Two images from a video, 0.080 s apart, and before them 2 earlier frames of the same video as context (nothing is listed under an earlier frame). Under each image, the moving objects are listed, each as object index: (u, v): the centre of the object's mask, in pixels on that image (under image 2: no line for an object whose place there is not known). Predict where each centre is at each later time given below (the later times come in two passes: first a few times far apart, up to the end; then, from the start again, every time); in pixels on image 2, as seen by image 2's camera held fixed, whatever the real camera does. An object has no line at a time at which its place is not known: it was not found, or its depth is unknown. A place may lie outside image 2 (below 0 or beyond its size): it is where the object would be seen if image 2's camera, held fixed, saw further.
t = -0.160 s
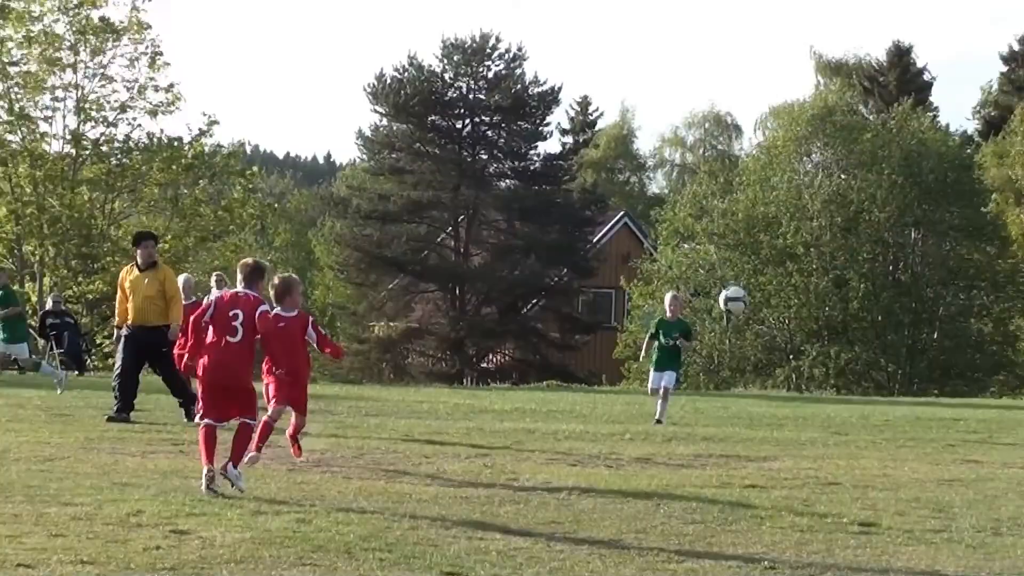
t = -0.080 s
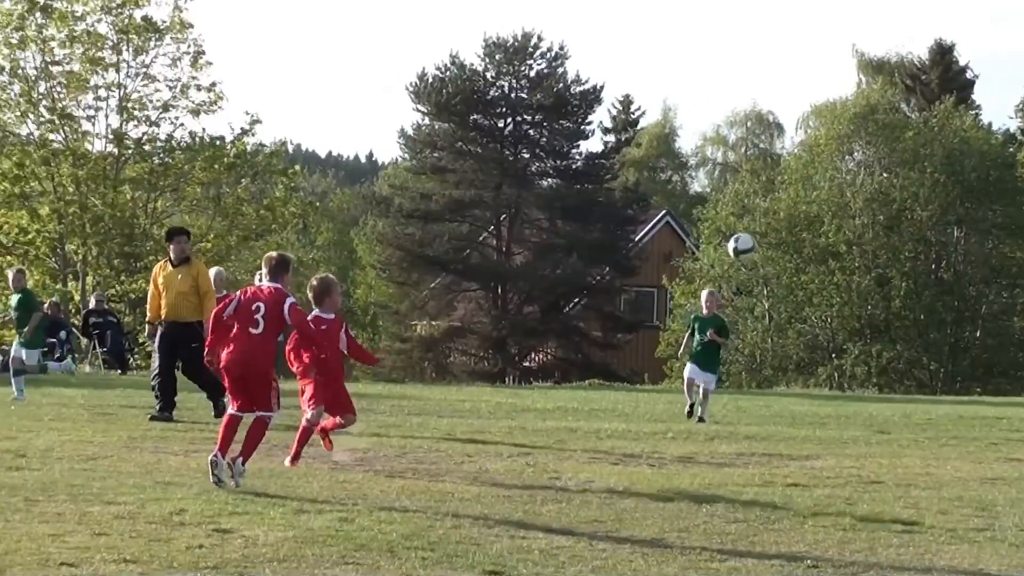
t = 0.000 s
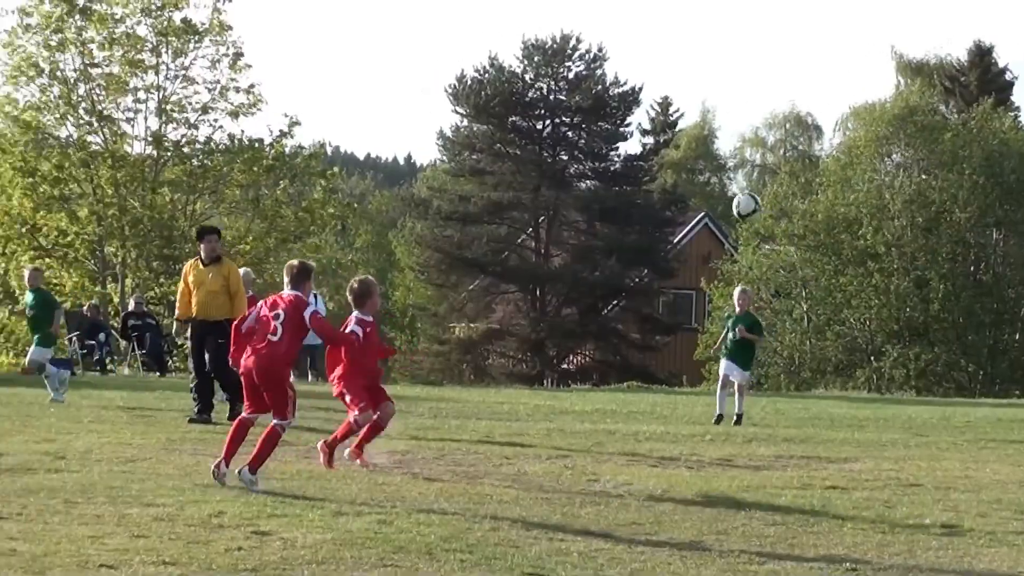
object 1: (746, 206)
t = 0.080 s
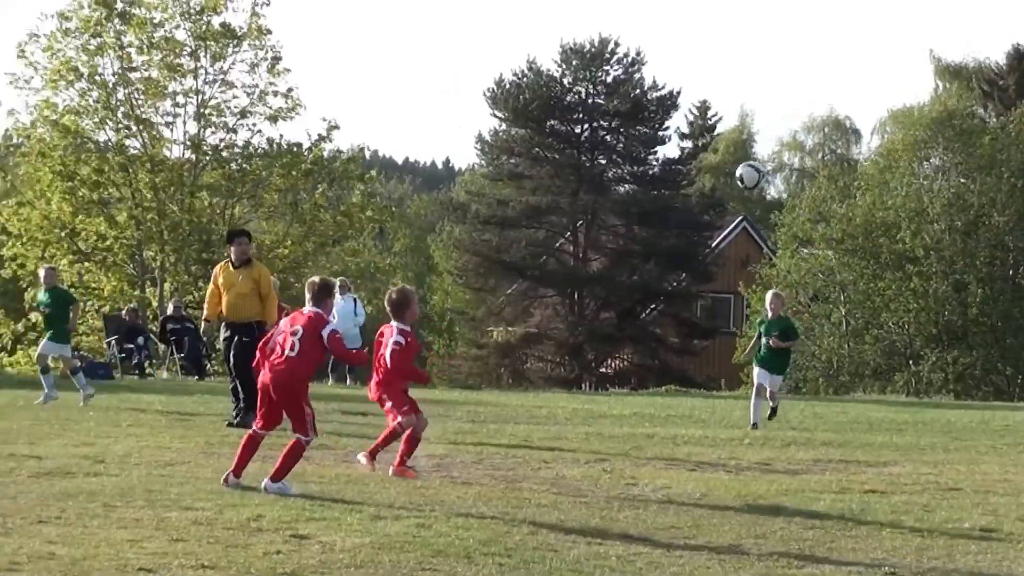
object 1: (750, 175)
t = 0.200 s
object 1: (697, 144)
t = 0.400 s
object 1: (607, 142)
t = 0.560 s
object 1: (535, 187)
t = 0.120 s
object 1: (732, 163)
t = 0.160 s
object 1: (714, 152)
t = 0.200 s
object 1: (697, 144)
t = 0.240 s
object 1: (679, 139)
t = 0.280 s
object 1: (660, 135)
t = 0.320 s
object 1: (645, 137)
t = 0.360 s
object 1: (625, 138)
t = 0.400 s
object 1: (607, 142)
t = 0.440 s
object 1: (589, 150)
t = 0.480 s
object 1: (572, 159)
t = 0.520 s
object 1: (553, 171)
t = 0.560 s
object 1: (535, 187)
